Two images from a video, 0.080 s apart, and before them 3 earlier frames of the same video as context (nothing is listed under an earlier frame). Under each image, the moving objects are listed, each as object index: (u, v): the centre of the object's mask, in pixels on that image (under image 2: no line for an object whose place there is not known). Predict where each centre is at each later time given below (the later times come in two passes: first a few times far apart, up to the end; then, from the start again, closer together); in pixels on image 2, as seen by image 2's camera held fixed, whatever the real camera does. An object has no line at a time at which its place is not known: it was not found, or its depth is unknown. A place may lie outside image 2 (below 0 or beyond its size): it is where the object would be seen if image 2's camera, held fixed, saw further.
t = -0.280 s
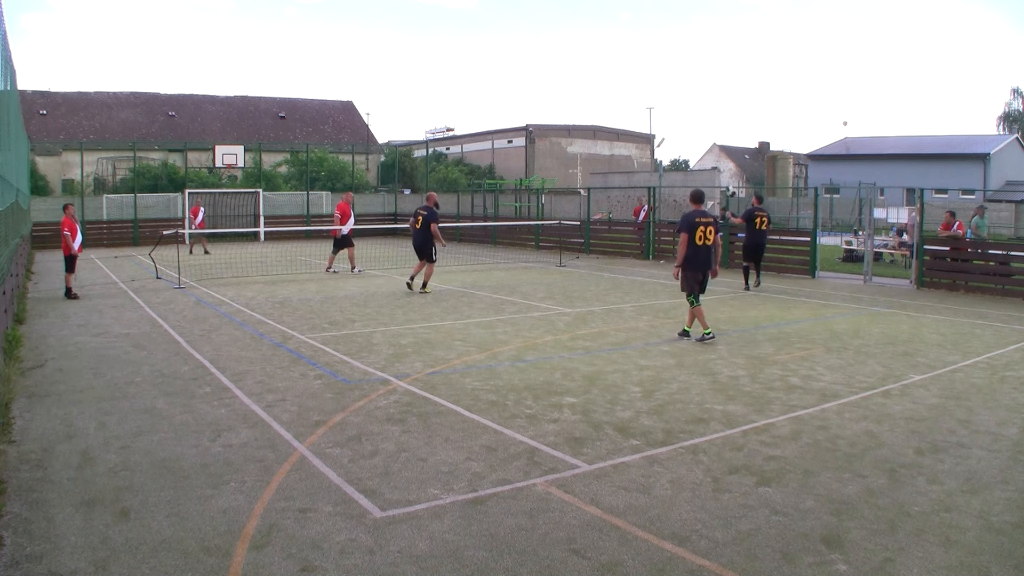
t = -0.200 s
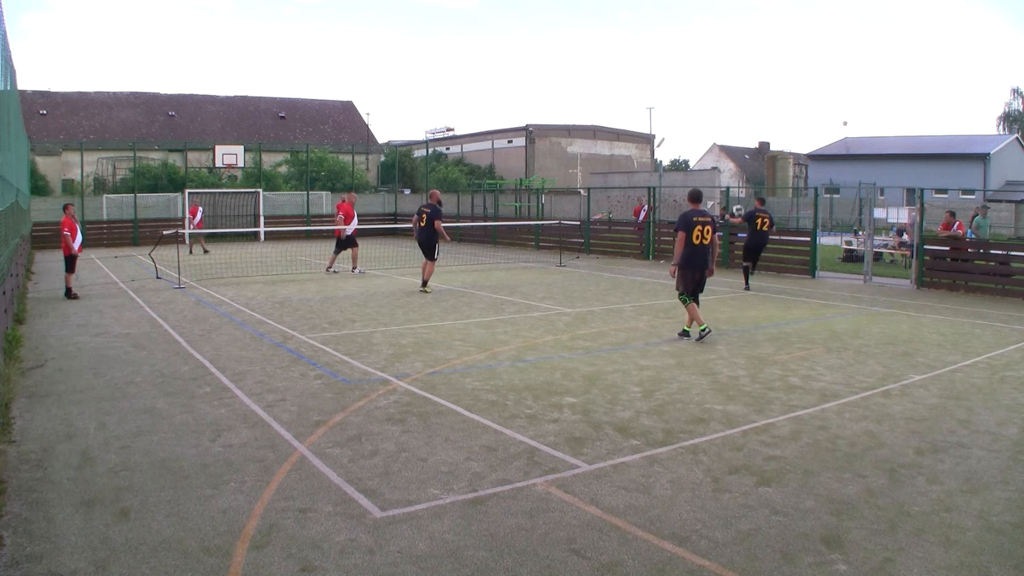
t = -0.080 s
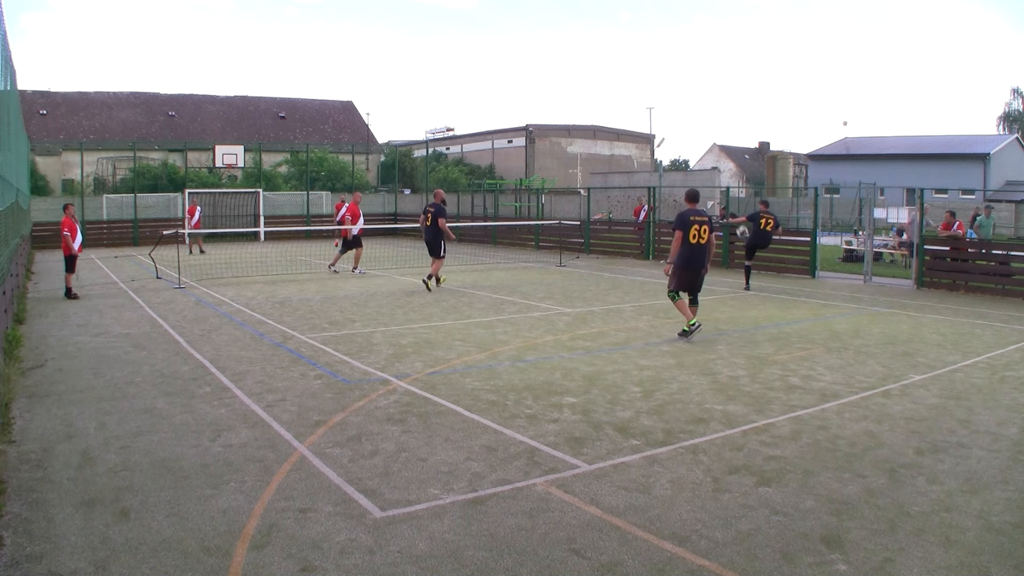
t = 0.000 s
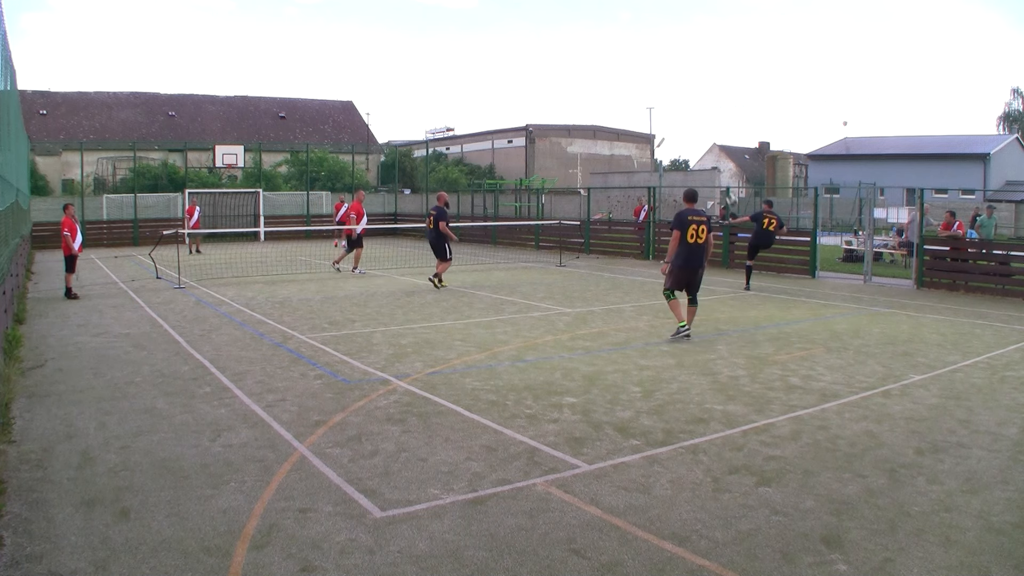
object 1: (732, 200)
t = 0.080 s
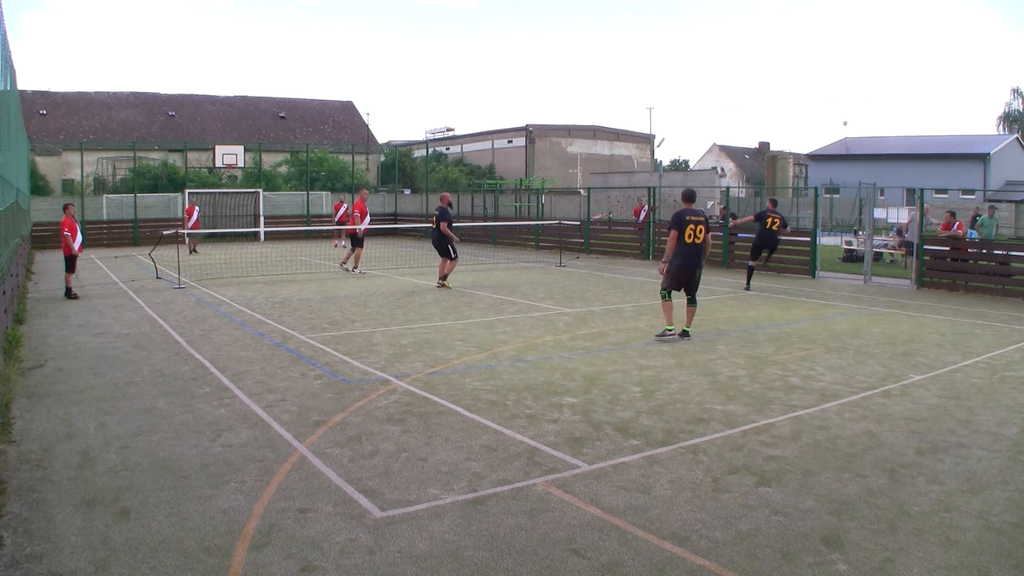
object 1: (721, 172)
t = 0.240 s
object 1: (700, 126)
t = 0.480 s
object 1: (668, 84)
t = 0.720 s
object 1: (635, 71)
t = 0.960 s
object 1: (604, 86)
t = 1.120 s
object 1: (583, 113)
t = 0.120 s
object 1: (716, 160)
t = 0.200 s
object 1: (705, 136)
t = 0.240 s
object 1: (700, 126)
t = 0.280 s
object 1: (695, 117)
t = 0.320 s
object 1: (689, 108)
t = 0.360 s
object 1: (683, 101)
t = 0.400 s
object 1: (678, 94)
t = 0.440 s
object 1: (673, 89)
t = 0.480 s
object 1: (668, 84)
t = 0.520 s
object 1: (662, 79)
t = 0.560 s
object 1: (657, 76)
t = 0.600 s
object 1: (651, 73)
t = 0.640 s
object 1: (646, 71)
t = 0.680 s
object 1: (641, 71)
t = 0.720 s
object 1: (635, 71)
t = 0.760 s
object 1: (630, 71)
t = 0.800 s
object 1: (625, 73)
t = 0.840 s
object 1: (619, 75)
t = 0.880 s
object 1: (614, 78)
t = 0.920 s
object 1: (609, 82)
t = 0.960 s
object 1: (604, 86)
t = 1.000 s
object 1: (599, 92)
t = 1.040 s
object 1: (593, 98)
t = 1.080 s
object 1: (588, 105)
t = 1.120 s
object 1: (583, 113)
